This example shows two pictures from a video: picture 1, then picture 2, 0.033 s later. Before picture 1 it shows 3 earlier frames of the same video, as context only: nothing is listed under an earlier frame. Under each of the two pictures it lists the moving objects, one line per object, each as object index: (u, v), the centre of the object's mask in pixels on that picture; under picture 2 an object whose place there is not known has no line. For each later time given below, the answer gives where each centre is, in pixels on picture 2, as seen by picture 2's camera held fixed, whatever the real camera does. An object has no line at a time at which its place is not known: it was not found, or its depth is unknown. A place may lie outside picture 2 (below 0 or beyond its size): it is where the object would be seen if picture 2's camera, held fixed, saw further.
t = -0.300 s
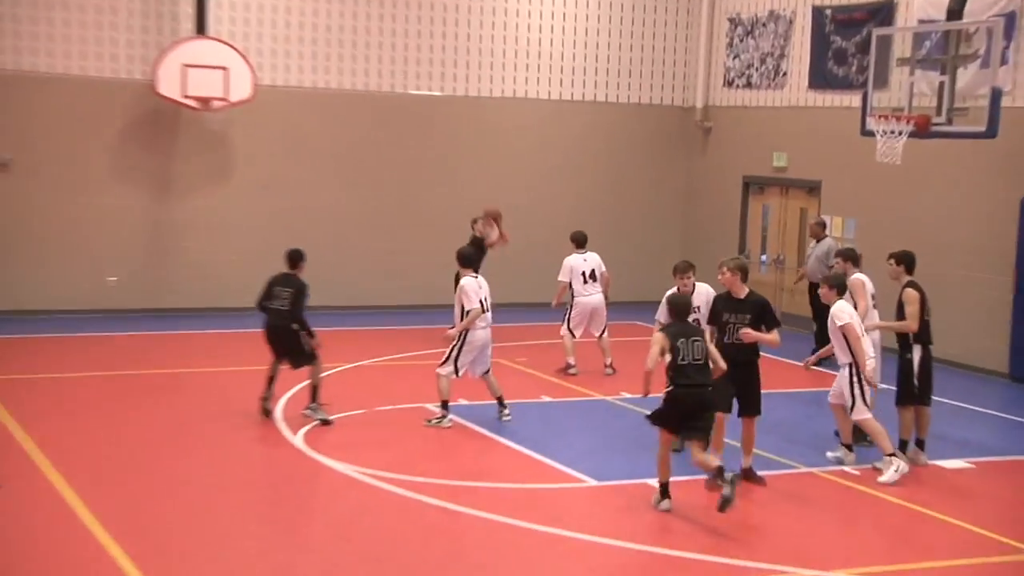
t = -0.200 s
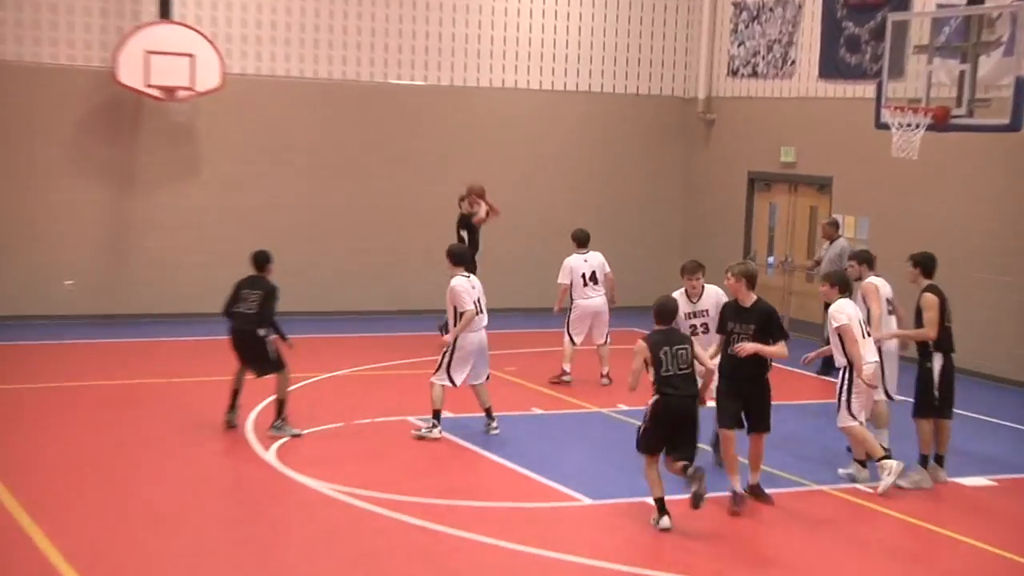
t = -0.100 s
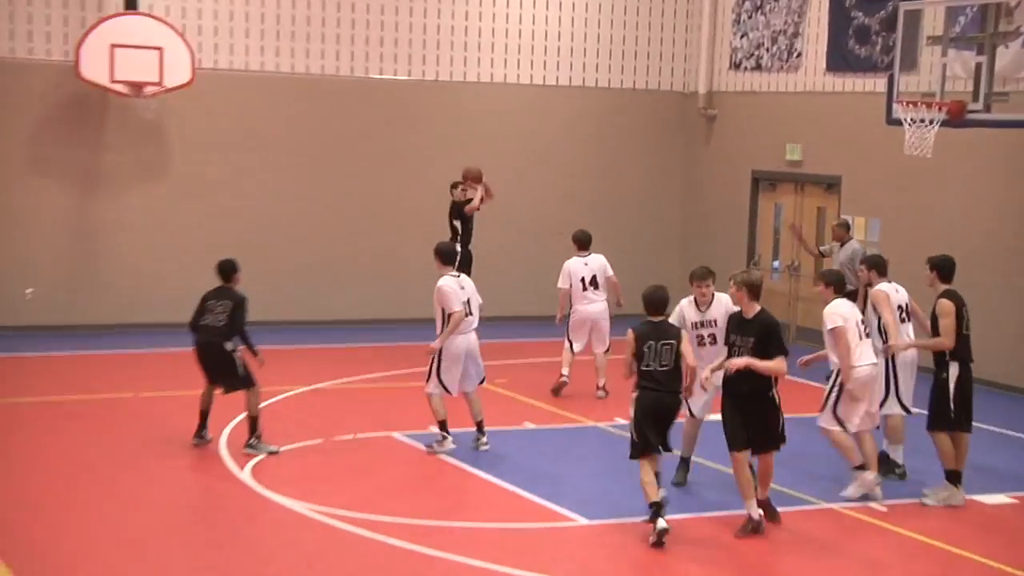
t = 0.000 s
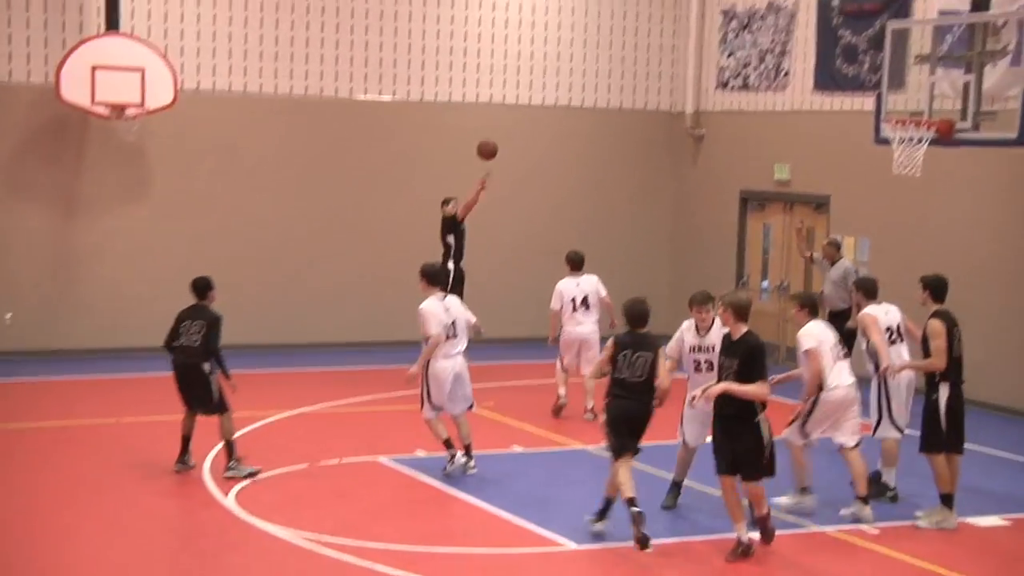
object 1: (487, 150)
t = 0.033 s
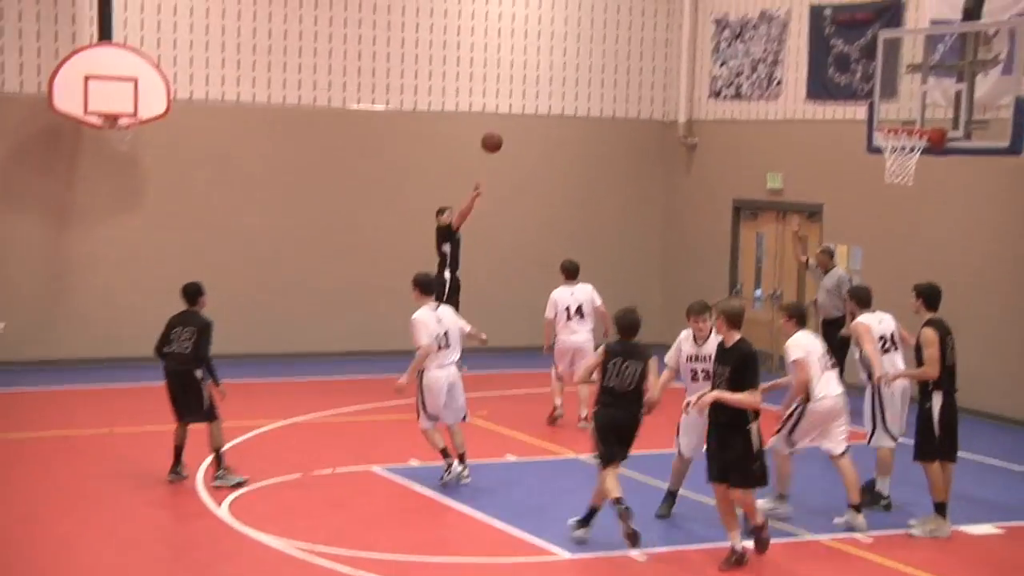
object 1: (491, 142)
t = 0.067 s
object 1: (503, 126)
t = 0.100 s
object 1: (515, 111)
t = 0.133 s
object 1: (527, 97)
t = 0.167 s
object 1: (538, 84)
